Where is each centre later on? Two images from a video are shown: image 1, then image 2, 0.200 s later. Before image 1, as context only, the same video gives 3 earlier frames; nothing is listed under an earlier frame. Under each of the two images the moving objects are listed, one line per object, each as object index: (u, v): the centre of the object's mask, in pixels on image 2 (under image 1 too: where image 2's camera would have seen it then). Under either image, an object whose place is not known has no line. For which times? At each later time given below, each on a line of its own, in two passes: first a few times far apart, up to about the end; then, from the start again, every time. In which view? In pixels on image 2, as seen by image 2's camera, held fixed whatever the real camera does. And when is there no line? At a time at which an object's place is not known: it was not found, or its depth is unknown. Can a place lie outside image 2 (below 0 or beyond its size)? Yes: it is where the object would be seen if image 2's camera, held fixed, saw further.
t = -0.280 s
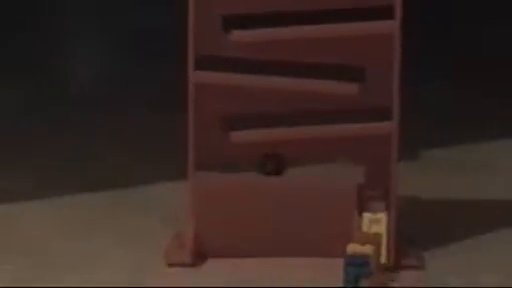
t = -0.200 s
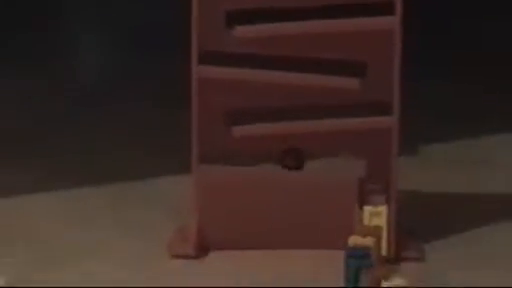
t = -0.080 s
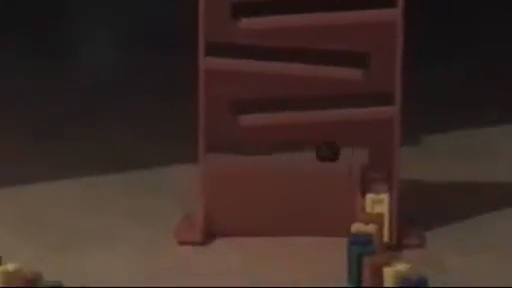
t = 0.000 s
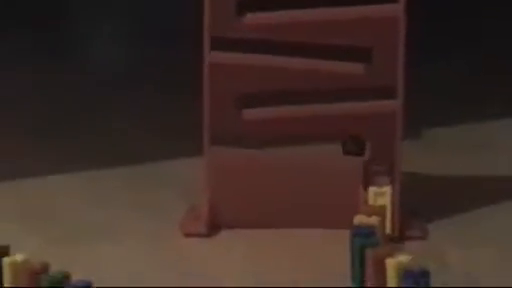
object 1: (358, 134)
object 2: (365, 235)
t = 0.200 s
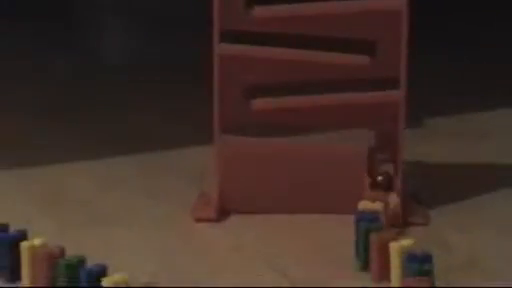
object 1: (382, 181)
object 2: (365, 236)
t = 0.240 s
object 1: (381, 183)
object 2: (365, 235)
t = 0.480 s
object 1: (381, 183)
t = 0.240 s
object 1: (381, 183)
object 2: (365, 235)
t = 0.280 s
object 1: (381, 182)
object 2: (365, 236)
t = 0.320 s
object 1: (382, 182)
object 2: (364, 239)
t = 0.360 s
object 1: (382, 183)
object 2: (363, 242)
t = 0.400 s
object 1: (381, 184)
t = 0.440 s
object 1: (381, 184)
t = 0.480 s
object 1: (381, 183)
